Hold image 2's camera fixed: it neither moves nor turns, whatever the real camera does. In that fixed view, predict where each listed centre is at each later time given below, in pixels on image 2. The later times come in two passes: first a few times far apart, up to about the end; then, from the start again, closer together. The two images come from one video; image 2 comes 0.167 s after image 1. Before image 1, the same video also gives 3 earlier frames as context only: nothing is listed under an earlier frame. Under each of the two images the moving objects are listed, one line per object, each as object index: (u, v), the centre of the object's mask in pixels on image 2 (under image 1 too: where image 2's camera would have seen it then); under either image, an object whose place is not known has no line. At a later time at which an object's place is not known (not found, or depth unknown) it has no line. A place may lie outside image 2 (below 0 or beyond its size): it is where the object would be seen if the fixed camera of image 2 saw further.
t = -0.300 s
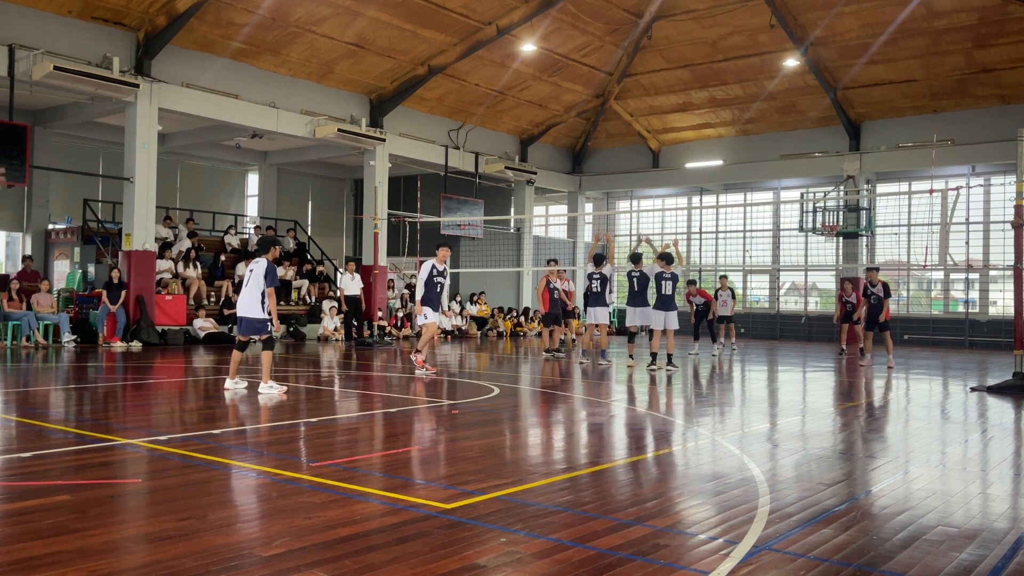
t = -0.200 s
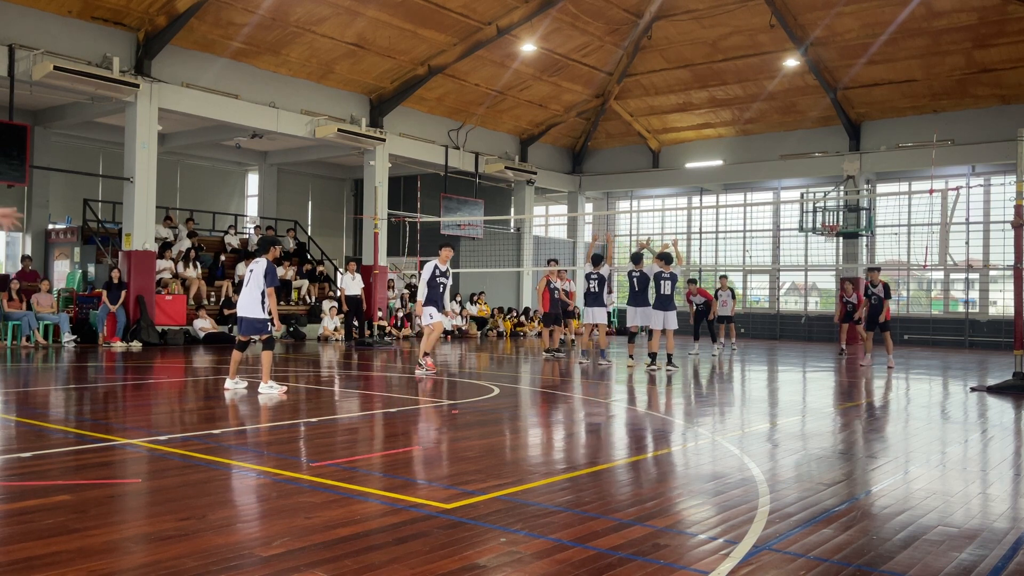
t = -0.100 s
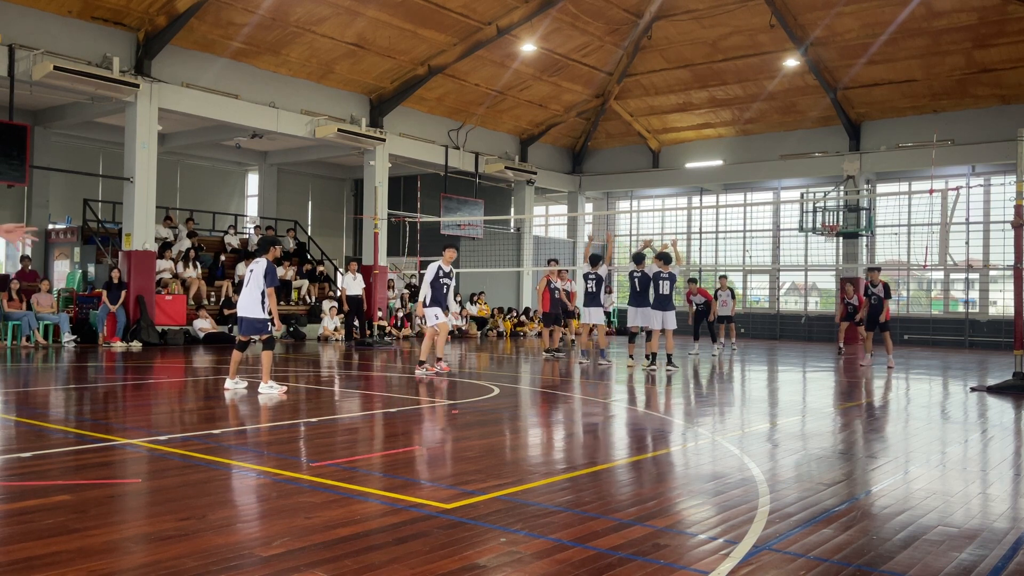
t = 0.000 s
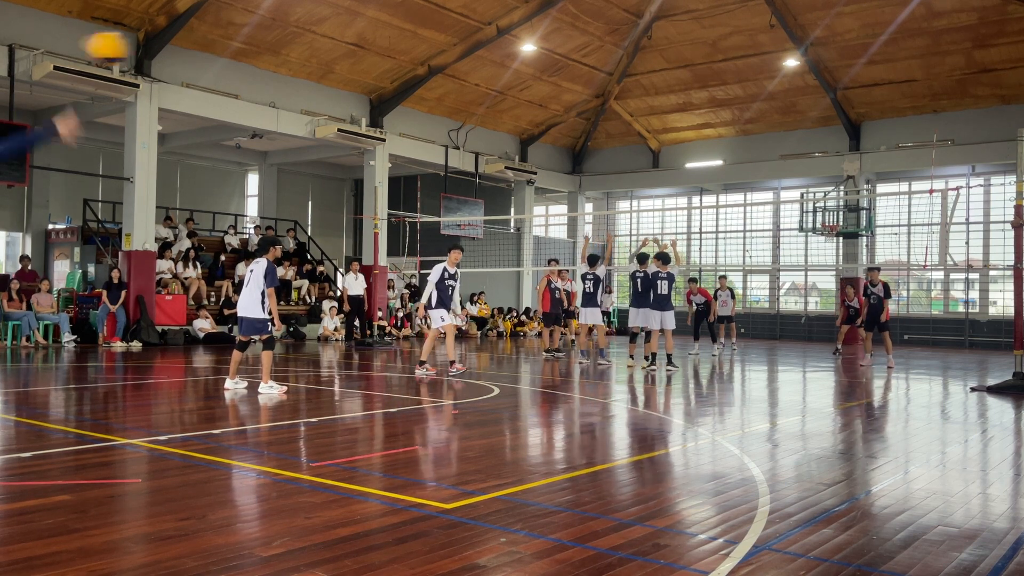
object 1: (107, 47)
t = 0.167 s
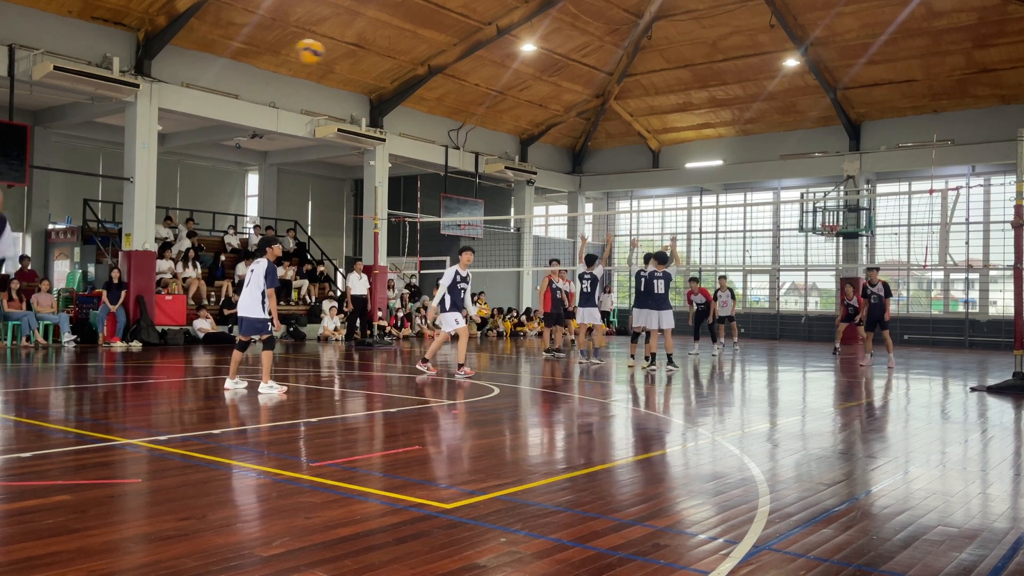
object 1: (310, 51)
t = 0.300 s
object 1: (398, 69)
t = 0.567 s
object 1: (498, 127)
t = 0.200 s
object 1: (336, 54)
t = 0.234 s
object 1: (359, 58)
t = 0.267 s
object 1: (380, 63)
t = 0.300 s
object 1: (398, 69)
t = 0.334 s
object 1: (415, 76)
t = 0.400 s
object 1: (444, 89)
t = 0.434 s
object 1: (457, 96)
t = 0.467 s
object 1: (468, 104)
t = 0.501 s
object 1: (479, 112)
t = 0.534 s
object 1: (489, 120)
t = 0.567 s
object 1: (498, 127)
